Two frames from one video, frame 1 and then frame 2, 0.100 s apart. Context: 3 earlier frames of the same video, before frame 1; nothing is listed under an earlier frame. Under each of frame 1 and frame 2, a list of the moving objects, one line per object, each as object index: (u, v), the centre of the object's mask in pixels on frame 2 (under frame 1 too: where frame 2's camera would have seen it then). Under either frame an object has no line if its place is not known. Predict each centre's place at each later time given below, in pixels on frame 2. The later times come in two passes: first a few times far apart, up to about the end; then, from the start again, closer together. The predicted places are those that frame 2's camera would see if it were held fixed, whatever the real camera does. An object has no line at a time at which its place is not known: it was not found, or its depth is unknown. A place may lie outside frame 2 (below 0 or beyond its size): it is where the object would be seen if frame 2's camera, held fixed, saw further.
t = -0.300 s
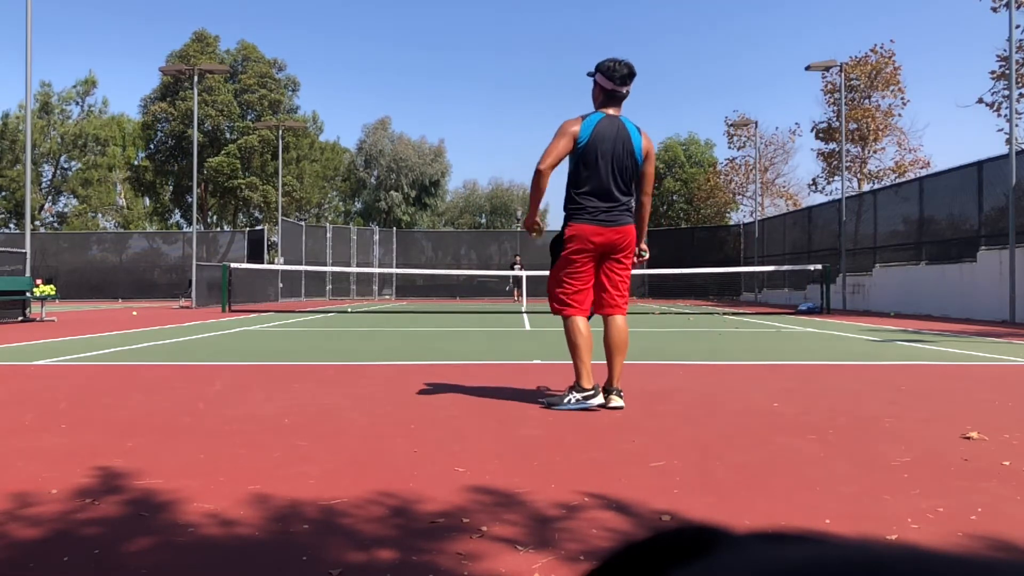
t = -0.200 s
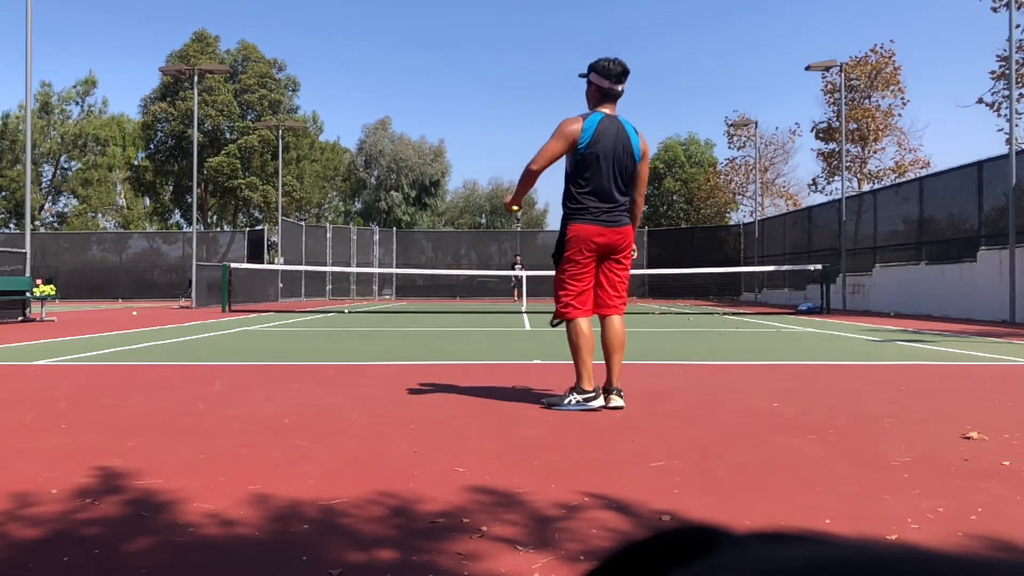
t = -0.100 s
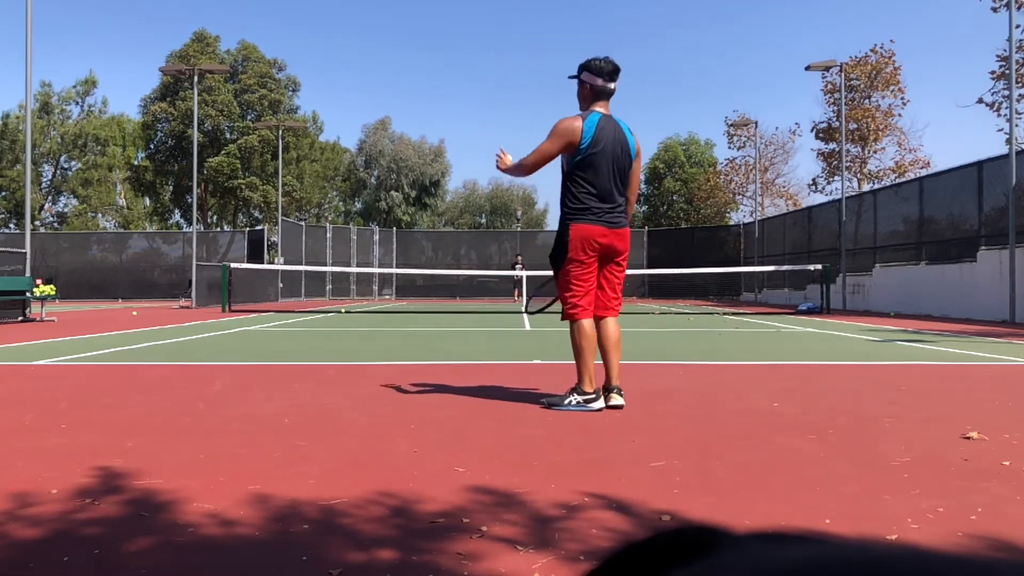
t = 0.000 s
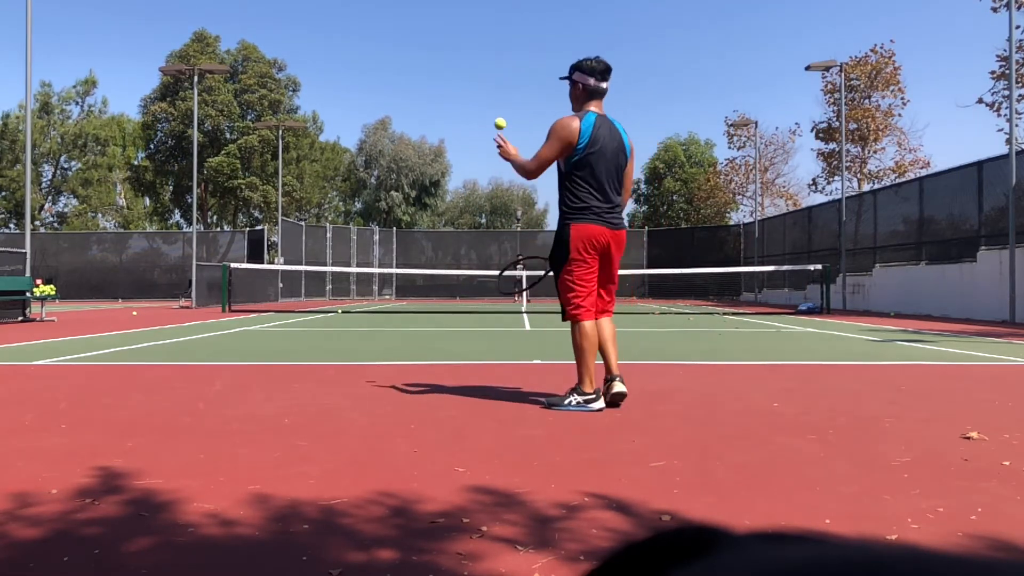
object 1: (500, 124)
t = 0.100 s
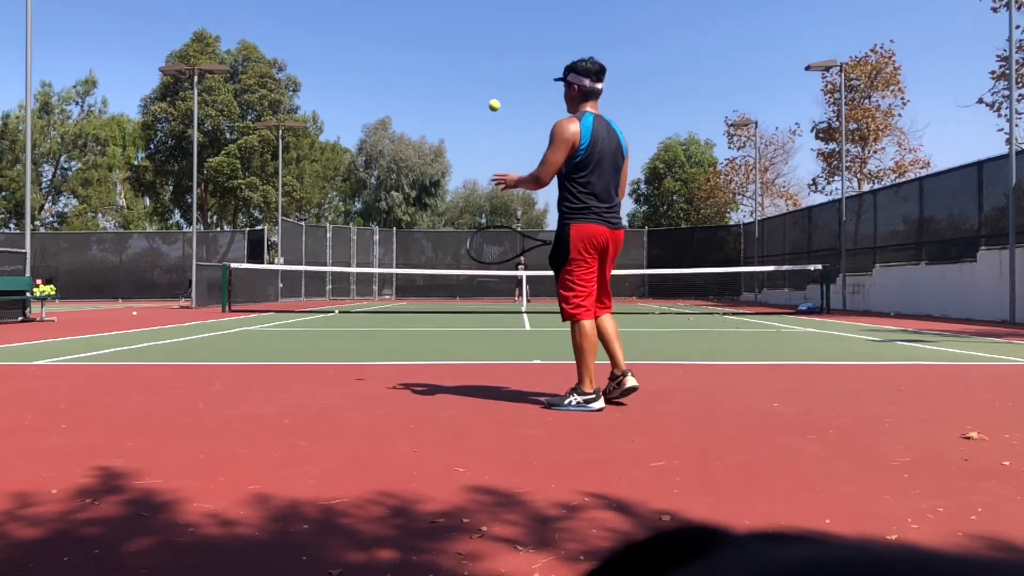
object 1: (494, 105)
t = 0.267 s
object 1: (485, 112)
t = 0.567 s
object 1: (470, 236)
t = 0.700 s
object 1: (463, 332)
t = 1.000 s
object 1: (459, 256)
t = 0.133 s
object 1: (492, 103)
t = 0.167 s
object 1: (490, 103)
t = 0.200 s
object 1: (488, 104)
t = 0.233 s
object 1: (487, 107)
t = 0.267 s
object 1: (485, 112)
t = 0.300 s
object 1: (483, 120)
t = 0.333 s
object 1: (481, 128)
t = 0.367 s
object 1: (480, 139)
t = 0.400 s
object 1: (478, 151)
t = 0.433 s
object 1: (476, 164)
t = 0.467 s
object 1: (474, 180)
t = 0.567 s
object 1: (470, 236)
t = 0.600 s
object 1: (467, 258)
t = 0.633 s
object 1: (466, 281)
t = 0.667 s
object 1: (465, 305)
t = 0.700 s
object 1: (463, 332)
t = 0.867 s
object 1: (460, 314)
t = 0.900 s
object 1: (459, 297)
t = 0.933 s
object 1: (459, 282)
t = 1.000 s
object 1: (459, 256)
